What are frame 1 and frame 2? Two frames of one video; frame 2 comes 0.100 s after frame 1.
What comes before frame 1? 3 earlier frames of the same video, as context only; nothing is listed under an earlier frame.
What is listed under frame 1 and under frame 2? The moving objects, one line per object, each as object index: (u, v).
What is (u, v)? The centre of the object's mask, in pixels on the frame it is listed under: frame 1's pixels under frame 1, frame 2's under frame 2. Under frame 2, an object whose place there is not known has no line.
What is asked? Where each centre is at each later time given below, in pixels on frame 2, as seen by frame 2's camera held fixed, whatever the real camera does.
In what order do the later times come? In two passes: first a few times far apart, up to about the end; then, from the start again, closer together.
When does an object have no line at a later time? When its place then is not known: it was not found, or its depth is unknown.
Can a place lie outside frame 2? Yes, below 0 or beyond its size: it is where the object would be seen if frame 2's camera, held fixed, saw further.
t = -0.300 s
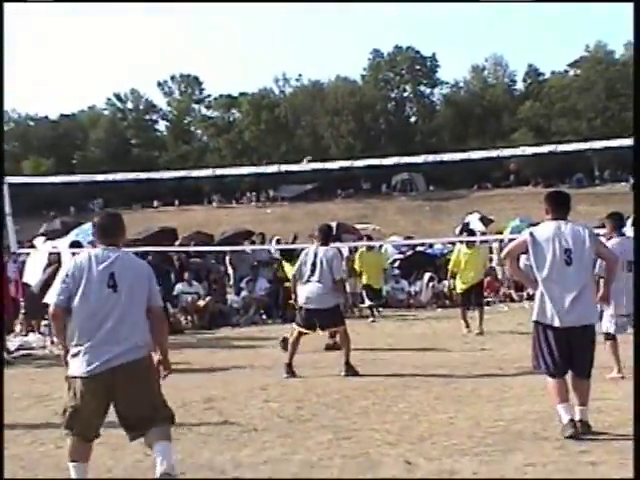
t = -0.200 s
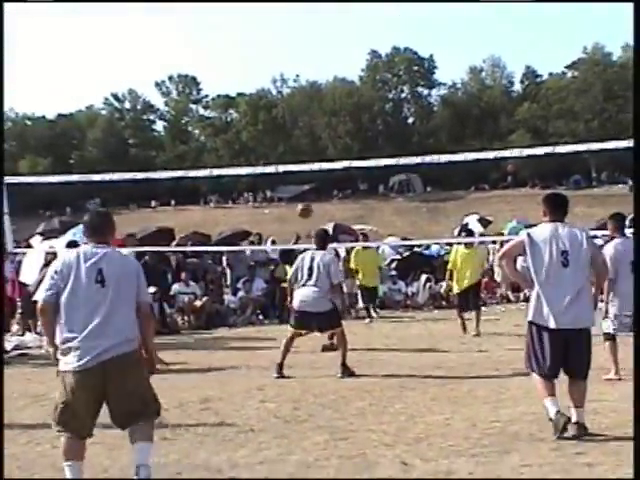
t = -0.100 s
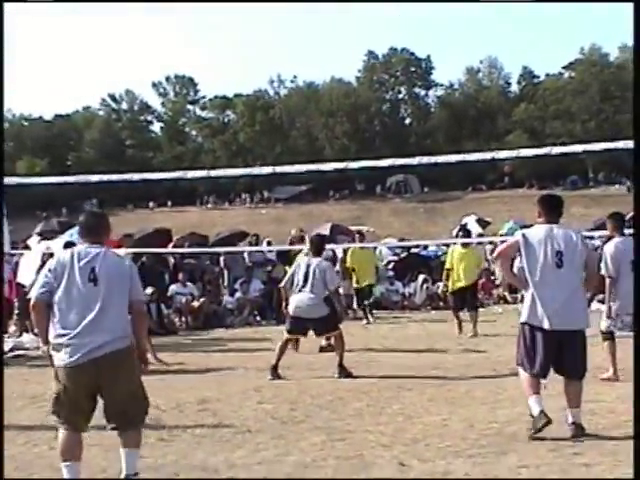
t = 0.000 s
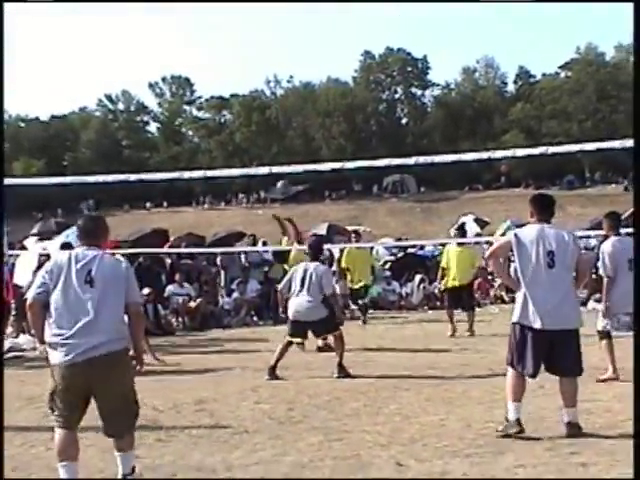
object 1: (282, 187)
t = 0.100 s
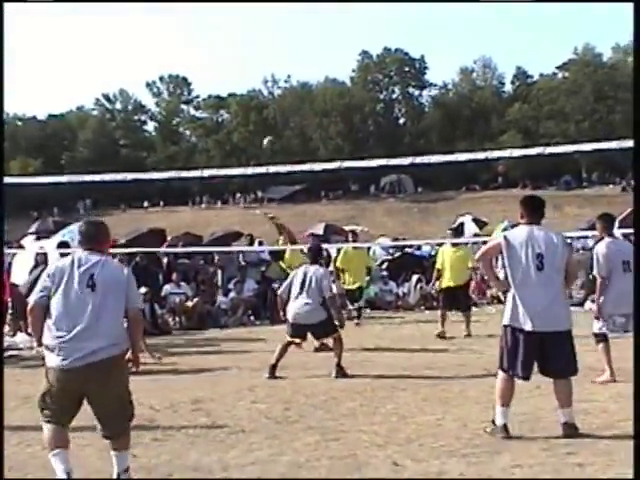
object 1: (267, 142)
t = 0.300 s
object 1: (251, 79)
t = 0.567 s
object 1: (224, 40)
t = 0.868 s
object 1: (195, 59)
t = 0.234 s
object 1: (251, 93)
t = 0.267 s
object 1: (254, 87)
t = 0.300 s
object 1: (251, 79)
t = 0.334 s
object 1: (247, 72)
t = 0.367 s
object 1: (244, 65)
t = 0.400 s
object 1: (240, 59)
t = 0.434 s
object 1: (237, 53)
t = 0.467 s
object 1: (234, 48)
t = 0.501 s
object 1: (230, 45)
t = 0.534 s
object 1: (227, 42)
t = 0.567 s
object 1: (224, 40)
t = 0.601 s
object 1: (221, 38)
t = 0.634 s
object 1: (217, 38)
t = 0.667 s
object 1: (214, 38)
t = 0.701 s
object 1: (211, 40)
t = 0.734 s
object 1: (208, 42)
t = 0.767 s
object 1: (205, 44)
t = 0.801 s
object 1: (201, 48)
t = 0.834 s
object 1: (198, 53)
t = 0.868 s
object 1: (195, 59)
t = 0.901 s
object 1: (192, 65)
